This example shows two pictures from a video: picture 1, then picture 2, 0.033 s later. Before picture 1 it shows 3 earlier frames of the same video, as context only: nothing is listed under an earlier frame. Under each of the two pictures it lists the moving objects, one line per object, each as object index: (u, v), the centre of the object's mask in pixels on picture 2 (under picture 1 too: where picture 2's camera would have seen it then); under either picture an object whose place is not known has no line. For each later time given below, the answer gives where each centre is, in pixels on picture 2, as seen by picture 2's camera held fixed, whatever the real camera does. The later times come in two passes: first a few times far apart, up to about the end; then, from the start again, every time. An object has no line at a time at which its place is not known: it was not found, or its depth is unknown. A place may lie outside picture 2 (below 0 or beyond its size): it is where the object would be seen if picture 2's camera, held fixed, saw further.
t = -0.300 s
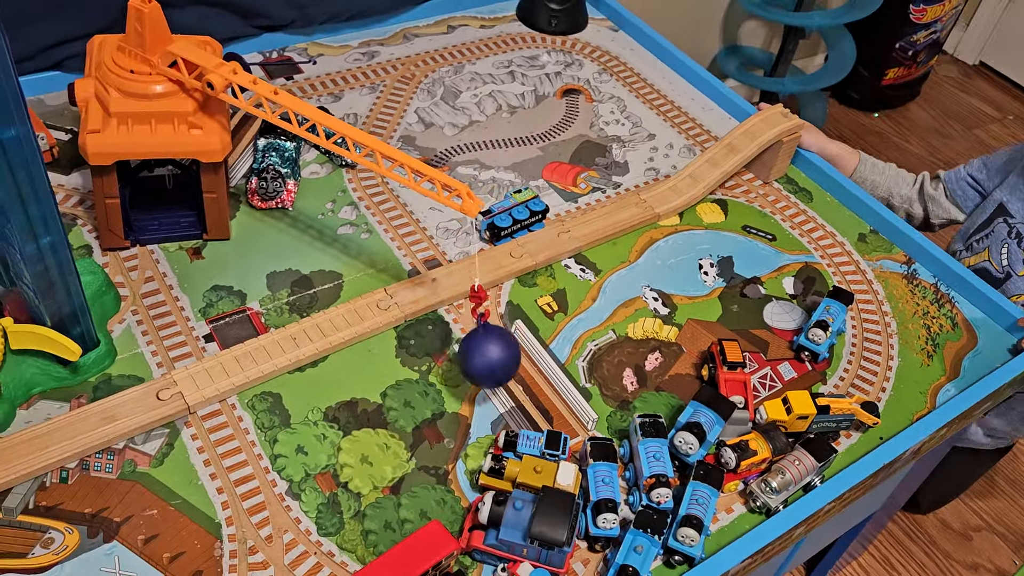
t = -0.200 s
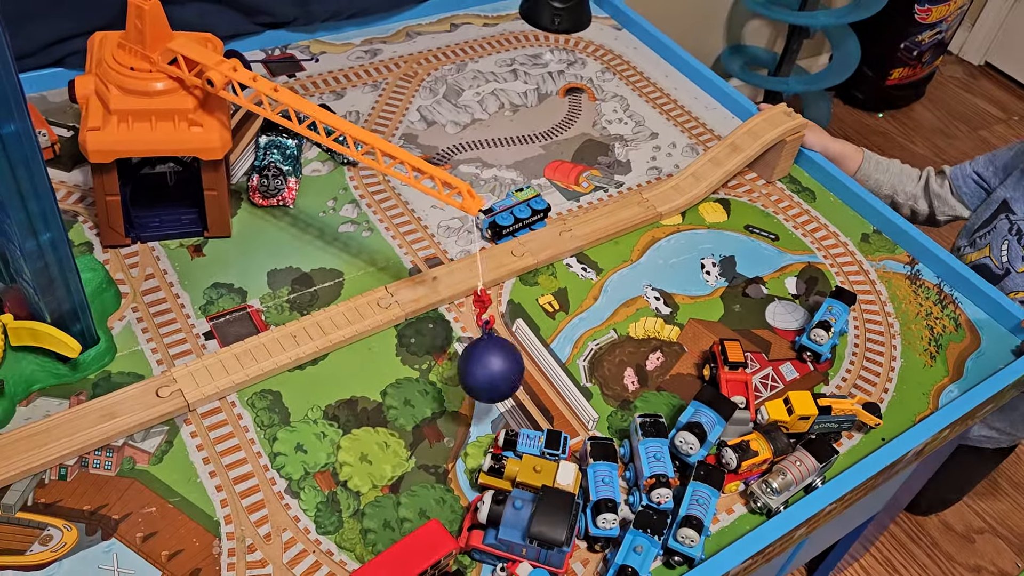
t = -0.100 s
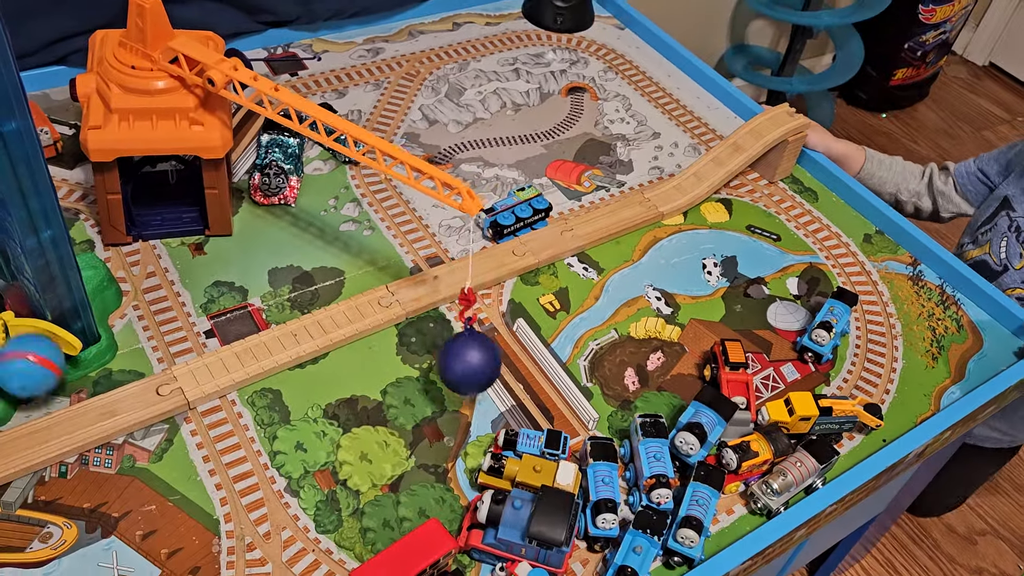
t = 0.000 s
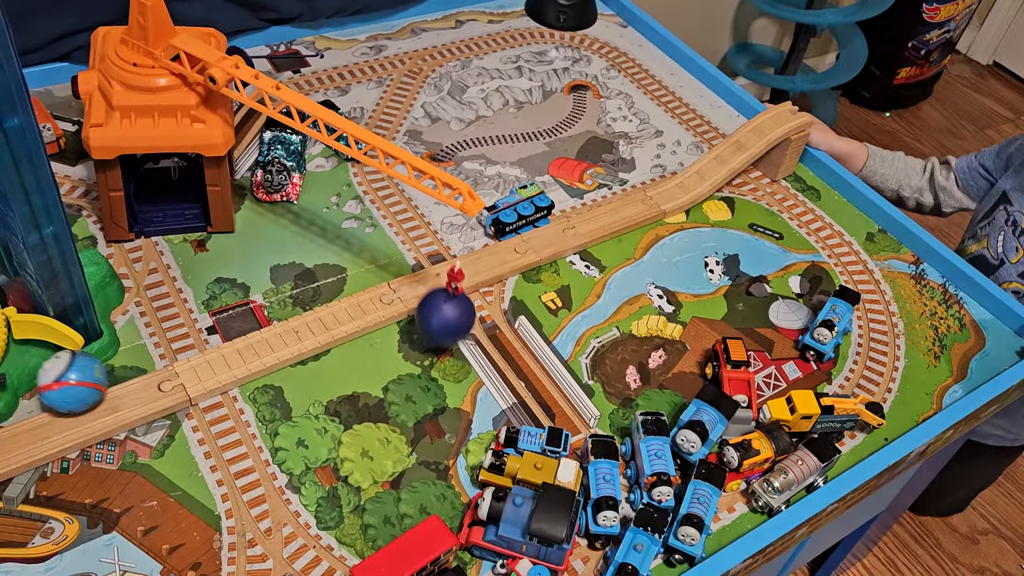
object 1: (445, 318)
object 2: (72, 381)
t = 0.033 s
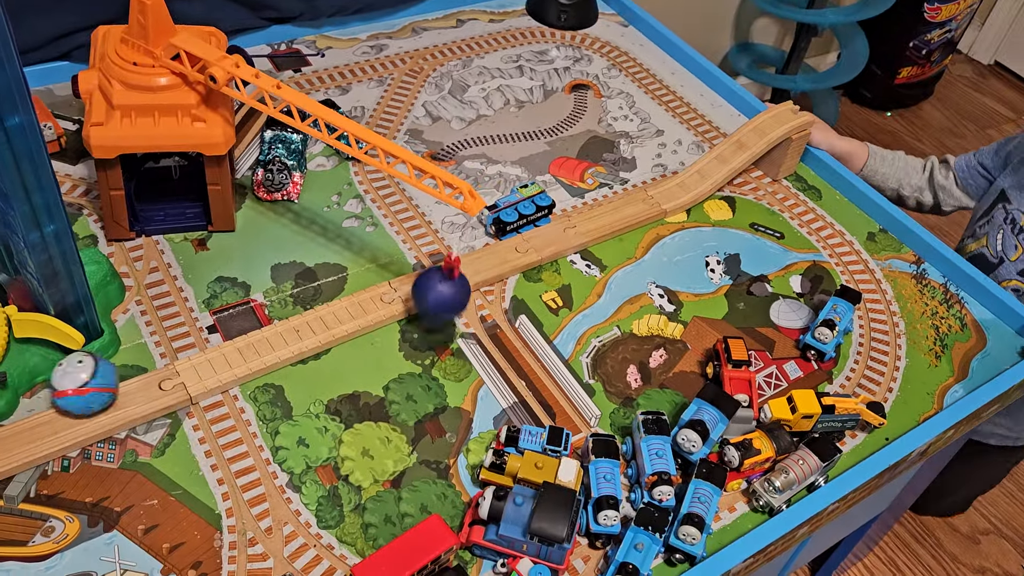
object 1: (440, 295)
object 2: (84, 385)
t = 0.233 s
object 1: (448, 235)
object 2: (142, 400)
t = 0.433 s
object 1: (484, 337)
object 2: (216, 440)
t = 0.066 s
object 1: (437, 272)
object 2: (94, 387)
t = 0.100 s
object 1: (436, 253)
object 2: (104, 390)
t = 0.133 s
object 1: (438, 237)
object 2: (115, 392)
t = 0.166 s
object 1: (440, 230)
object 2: (125, 395)
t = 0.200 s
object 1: (444, 229)
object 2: (134, 397)
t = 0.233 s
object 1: (448, 235)
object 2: (142, 400)
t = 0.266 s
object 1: (452, 249)
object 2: (155, 407)
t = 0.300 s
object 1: (458, 267)
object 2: (169, 417)
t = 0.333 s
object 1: (465, 286)
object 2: (180, 423)
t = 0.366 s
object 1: (472, 306)
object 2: (192, 429)
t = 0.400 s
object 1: (479, 323)
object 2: (203, 434)
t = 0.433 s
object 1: (484, 337)
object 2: (216, 440)
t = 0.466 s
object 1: (488, 346)
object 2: (228, 446)
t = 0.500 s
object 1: (490, 353)
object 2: (242, 451)
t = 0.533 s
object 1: (489, 357)
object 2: (253, 451)
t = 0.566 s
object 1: (486, 358)
